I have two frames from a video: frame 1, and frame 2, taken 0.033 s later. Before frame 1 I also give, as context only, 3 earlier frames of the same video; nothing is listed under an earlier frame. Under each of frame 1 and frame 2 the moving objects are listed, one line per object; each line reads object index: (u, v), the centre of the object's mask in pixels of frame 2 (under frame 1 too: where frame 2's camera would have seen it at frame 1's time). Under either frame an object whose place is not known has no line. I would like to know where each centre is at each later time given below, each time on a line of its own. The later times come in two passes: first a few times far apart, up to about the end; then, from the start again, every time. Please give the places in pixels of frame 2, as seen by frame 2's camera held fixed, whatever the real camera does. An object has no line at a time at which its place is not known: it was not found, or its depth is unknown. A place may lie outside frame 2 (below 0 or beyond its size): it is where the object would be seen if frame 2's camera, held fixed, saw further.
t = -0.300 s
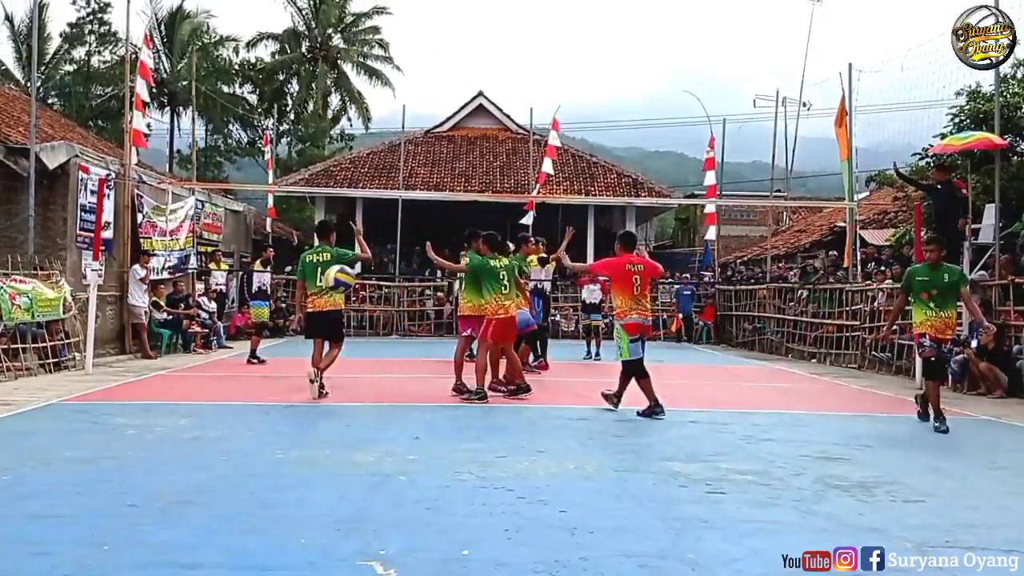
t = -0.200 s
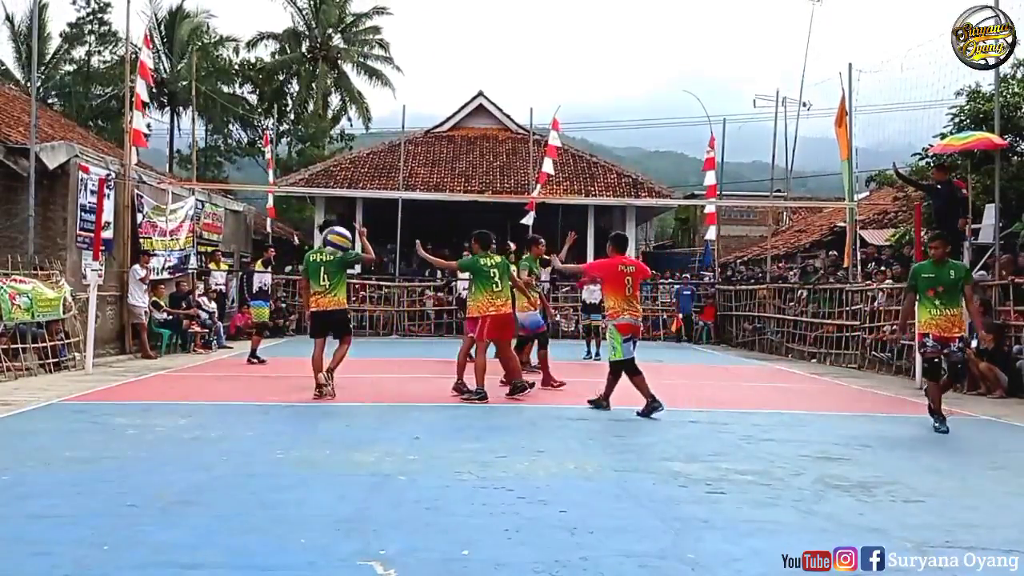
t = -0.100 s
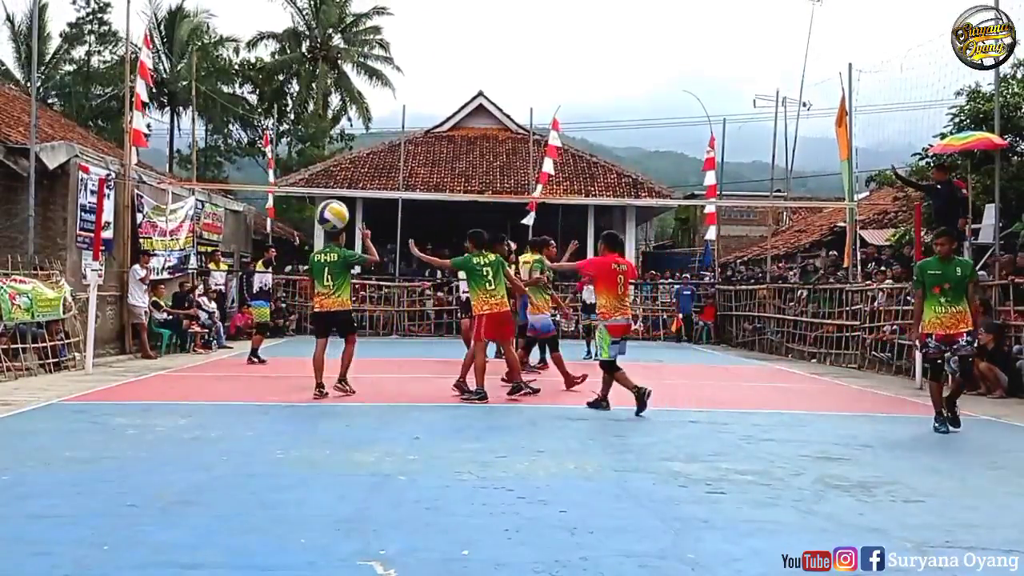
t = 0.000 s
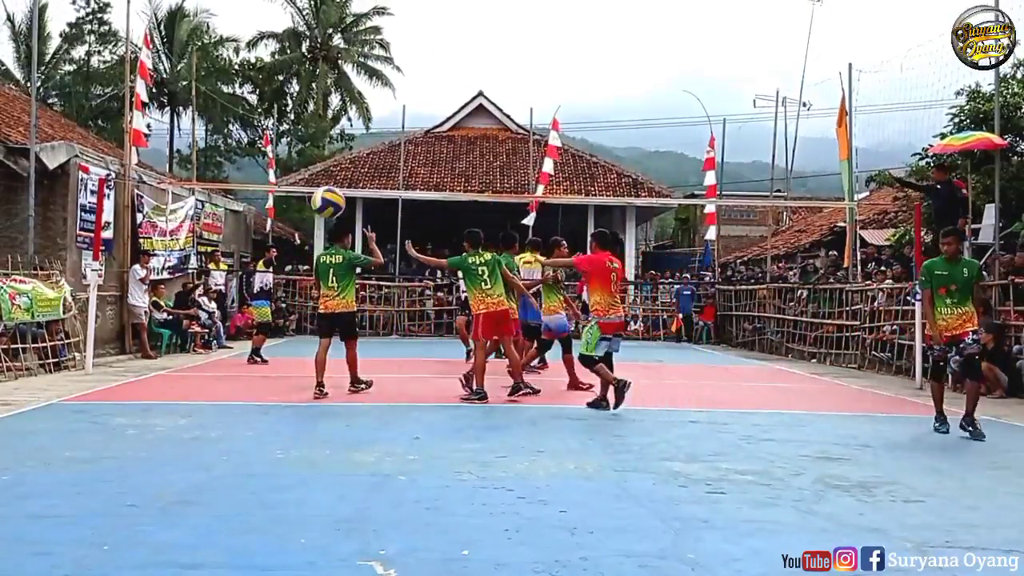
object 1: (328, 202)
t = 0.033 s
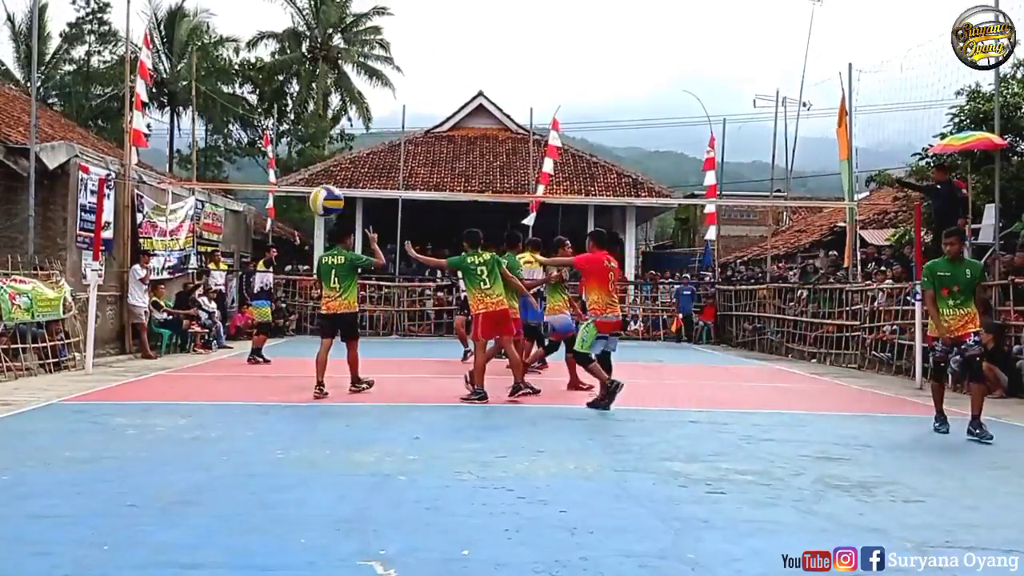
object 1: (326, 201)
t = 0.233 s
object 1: (316, 230)
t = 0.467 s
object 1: (299, 358)
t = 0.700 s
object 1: (280, 395)
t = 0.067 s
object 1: (324, 202)
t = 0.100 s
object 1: (323, 204)
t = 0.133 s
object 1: (321, 208)
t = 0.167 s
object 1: (319, 213)
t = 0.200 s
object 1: (317, 220)
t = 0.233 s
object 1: (316, 230)
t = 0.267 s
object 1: (313, 242)
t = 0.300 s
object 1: (311, 255)
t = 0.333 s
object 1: (308, 270)
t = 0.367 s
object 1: (307, 289)
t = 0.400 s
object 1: (304, 311)
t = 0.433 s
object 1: (302, 333)
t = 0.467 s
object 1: (299, 358)
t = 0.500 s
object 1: (296, 387)
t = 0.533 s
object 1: (293, 418)
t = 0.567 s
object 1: (290, 451)
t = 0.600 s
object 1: (287, 465)
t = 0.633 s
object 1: (284, 440)
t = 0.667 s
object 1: (282, 417)
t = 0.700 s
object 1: (280, 395)
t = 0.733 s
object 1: (278, 374)
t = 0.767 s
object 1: (275, 355)
